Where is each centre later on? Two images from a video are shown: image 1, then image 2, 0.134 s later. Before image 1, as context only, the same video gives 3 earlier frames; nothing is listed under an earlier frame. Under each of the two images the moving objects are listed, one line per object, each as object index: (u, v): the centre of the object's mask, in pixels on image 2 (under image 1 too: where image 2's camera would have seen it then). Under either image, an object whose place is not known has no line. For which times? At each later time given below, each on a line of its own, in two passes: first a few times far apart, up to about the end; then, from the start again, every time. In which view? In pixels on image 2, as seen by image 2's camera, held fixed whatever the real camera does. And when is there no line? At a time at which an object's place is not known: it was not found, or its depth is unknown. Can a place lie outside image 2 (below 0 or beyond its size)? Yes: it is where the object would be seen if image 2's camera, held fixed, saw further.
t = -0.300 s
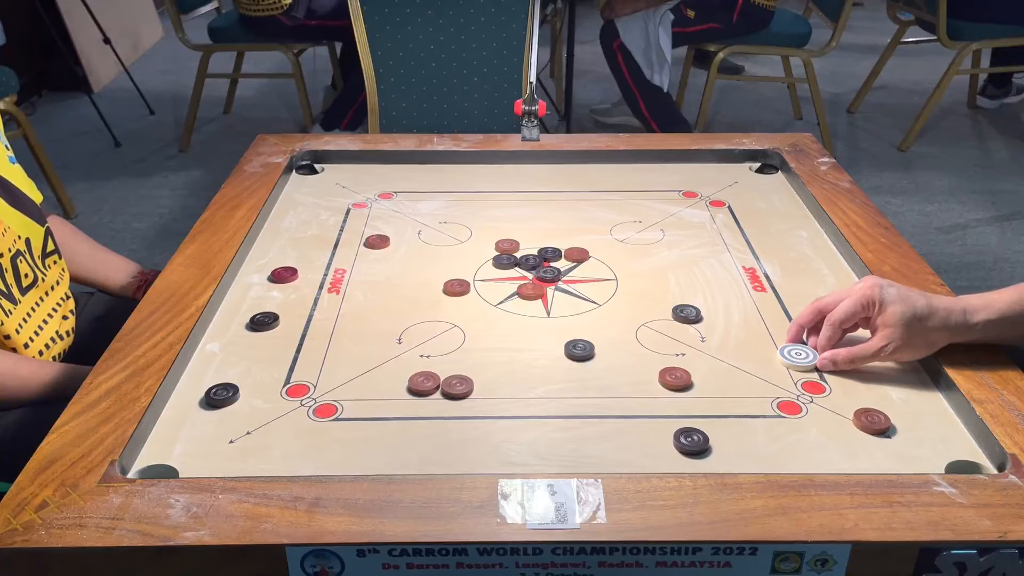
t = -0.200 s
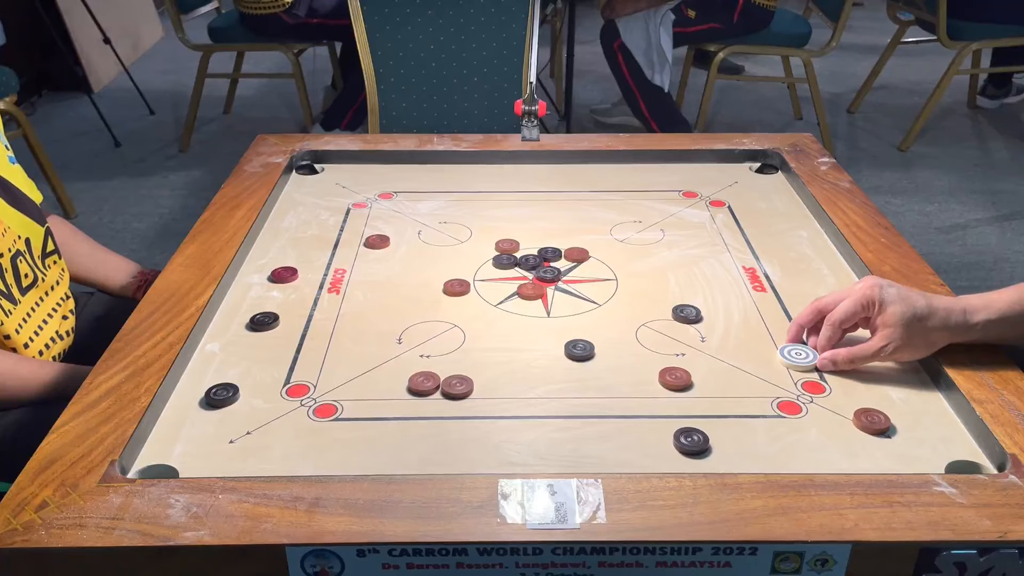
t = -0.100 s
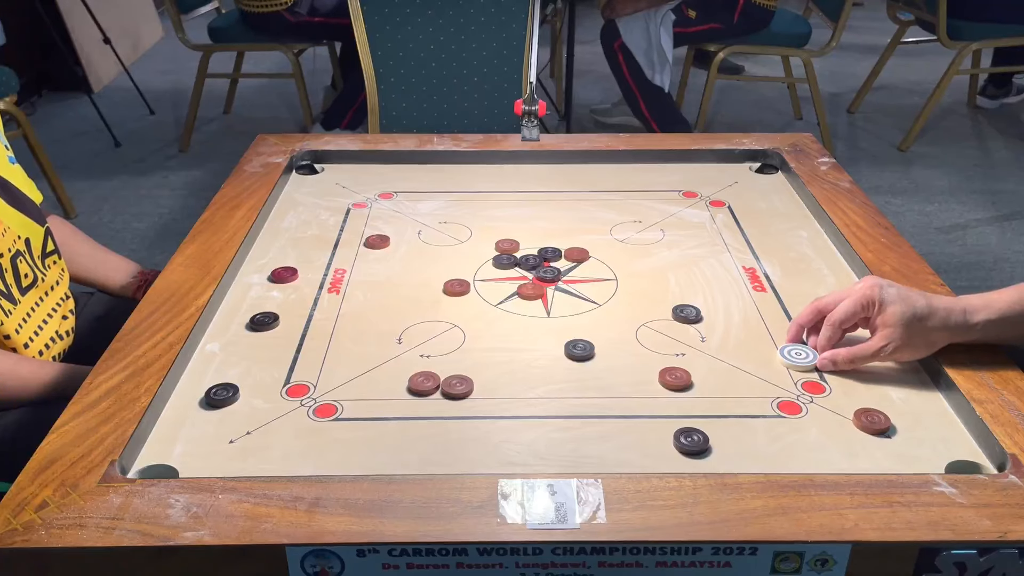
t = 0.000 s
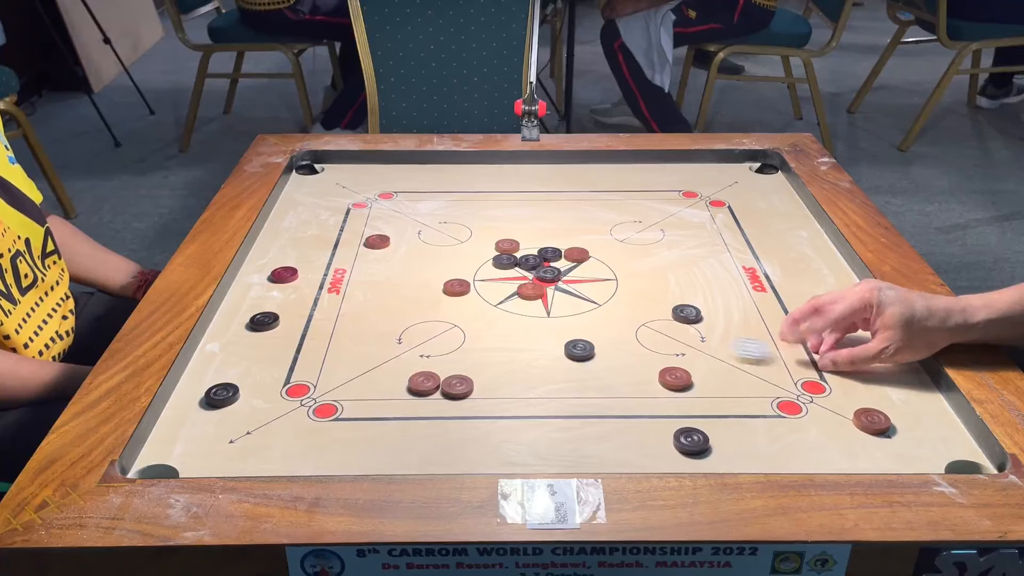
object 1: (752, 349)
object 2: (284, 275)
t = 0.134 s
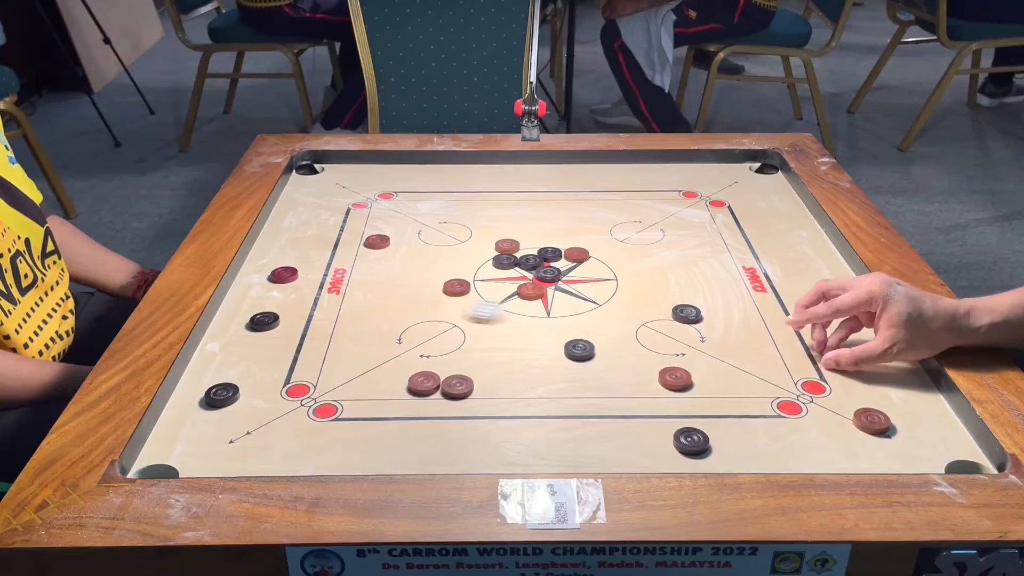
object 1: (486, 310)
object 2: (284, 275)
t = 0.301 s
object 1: (248, 285)
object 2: (301, 250)
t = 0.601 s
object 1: (462, 303)
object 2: (452, 168)
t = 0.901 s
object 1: (578, 328)
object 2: (503, 210)
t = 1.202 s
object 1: (611, 333)
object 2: (534, 239)
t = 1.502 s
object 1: (611, 333)
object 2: (536, 243)
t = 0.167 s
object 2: (284, 275)
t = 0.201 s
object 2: (284, 275)
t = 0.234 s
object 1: (317, 285)
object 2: (284, 275)
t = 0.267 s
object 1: (275, 284)
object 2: (259, 262)
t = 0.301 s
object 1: (248, 285)
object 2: (301, 250)
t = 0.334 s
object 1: (275, 287)
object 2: (343, 240)
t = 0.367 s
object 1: (304, 288)
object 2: (367, 229)
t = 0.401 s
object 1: (331, 290)
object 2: (382, 218)
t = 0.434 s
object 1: (357, 291)
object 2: (396, 208)
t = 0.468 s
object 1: (380, 293)
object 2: (409, 199)
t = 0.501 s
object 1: (404, 295)
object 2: (421, 190)
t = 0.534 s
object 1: (427, 297)
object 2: (432, 182)
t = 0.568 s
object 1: (445, 300)
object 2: (442, 175)
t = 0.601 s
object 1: (462, 303)
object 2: (452, 168)
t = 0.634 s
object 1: (477, 306)
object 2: (459, 171)
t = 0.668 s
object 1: (493, 310)
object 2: (465, 176)
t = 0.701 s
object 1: (508, 313)
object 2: (471, 181)
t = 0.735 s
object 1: (521, 316)
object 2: (476, 186)
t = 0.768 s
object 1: (535, 319)
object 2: (482, 191)
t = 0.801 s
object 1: (547, 321)
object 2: (488, 195)
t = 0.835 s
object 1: (559, 324)
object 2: (493, 200)
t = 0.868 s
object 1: (569, 326)
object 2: (498, 205)
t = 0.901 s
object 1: (578, 328)
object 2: (503, 210)
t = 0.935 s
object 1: (585, 330)
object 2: (507, 214)
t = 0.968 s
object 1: (593, 331)
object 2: (512, 218)
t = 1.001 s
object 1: (599, 332)
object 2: (516, 222)
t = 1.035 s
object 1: (604, 333)
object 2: (520, 226)
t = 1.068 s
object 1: (607, 333)
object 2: (524, 229)
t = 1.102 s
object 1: (609, 333)
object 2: (527, 232)
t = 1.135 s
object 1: (611, 334)
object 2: (530, 235)
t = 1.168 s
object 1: (611, 333)
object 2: (532, 237)
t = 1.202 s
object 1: (611, 333)
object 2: (534, 239)
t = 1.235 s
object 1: (611, 333)
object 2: (536, 241)
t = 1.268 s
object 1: (611, 333)
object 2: (536, 242)
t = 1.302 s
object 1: (611, 333)
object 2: (536, 242)
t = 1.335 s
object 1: (611, 333)
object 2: (536, 242)
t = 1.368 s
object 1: (611, 333)
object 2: (536, 243)
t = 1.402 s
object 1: (611, 333)
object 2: (536, 243)
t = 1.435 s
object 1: (611, 333)
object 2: (536, 243)
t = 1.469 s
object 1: (611, 333)
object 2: (536, 243)
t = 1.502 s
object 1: (611, 333)
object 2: (536, 243)
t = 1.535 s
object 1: (611, 333)
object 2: (536, 243)
